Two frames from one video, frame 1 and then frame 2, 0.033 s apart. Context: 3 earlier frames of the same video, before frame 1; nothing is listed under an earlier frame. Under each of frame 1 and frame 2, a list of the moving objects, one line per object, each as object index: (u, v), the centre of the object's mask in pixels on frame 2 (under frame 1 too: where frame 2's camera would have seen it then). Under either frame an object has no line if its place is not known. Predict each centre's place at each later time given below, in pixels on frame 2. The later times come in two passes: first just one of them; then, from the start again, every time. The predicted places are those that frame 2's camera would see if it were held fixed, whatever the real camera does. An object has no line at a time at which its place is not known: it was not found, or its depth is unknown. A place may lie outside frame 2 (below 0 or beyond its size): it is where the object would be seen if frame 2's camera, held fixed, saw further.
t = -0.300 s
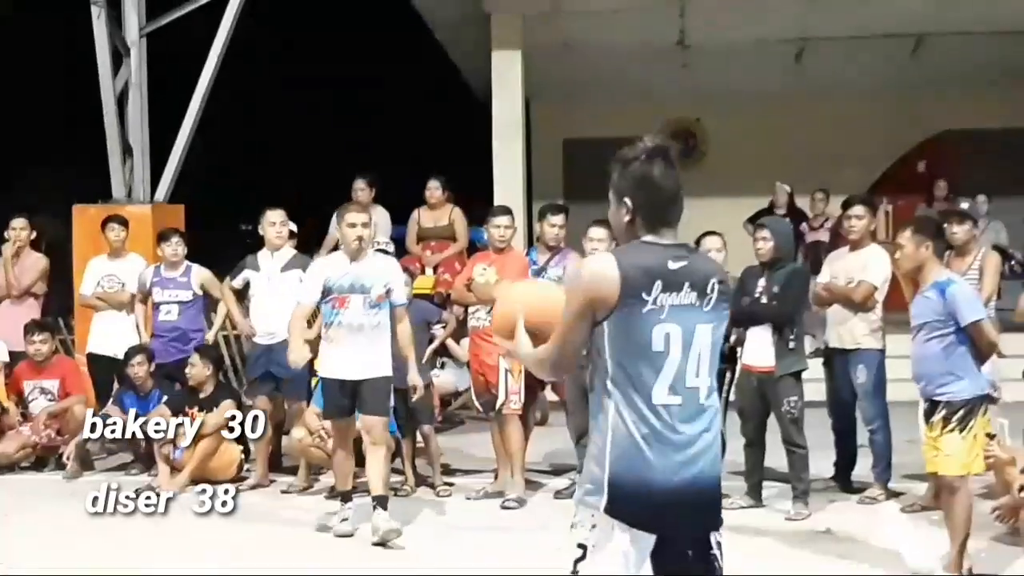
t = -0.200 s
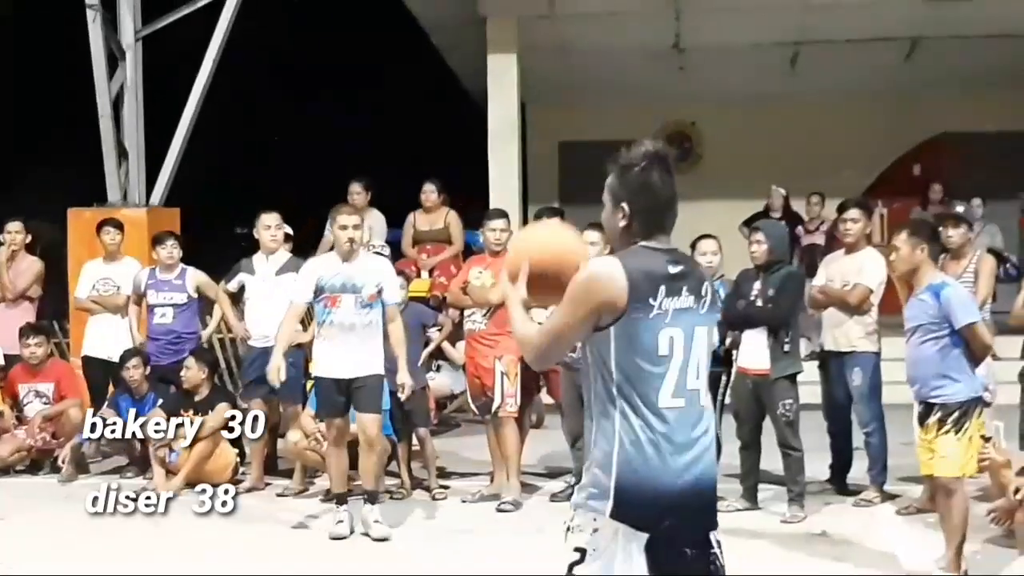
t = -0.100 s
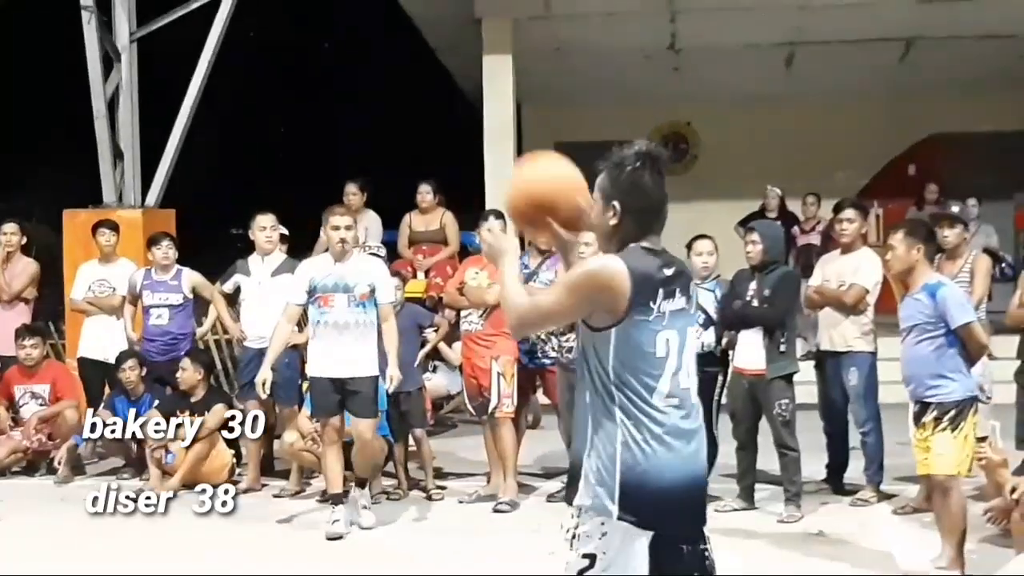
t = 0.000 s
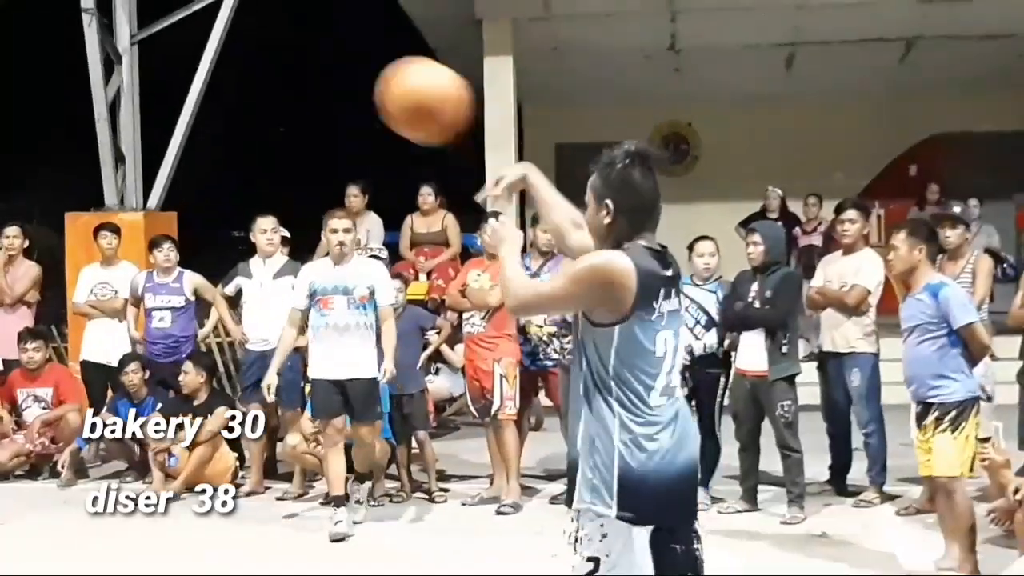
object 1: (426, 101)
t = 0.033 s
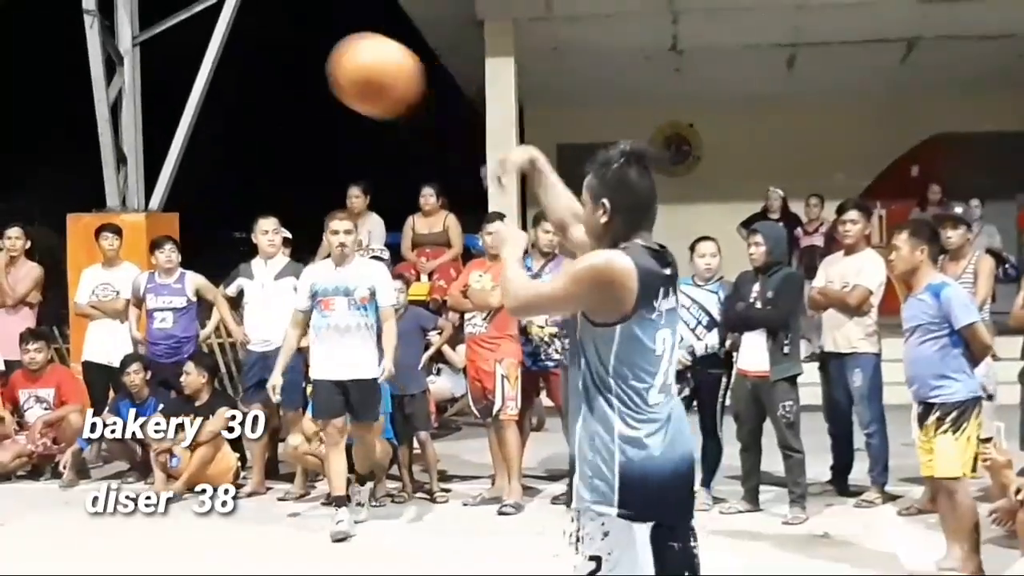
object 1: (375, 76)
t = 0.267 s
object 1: (80, 19)
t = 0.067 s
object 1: (328, 54)
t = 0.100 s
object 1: (282, 38)
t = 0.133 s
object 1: (240, 28)
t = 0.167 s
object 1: (196, 22)
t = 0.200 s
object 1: (157, 20)
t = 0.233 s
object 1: (118, 18)
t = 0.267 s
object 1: (80, 19)
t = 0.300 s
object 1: (48, 21)
